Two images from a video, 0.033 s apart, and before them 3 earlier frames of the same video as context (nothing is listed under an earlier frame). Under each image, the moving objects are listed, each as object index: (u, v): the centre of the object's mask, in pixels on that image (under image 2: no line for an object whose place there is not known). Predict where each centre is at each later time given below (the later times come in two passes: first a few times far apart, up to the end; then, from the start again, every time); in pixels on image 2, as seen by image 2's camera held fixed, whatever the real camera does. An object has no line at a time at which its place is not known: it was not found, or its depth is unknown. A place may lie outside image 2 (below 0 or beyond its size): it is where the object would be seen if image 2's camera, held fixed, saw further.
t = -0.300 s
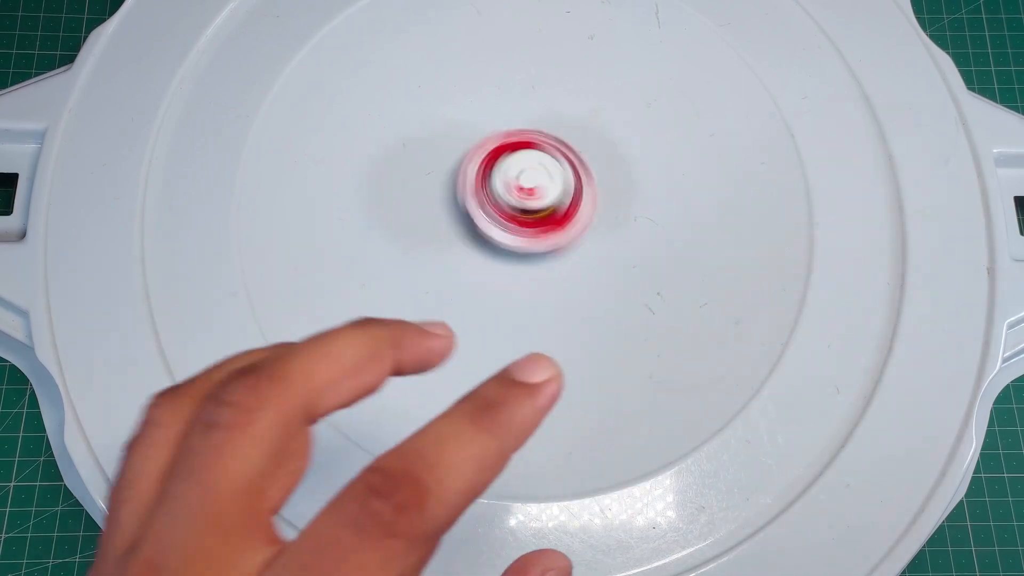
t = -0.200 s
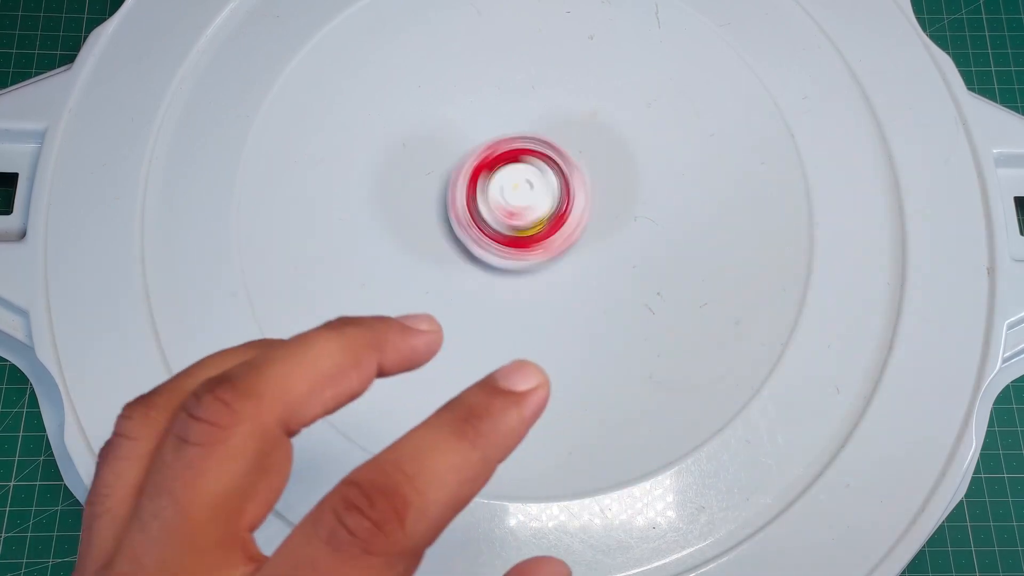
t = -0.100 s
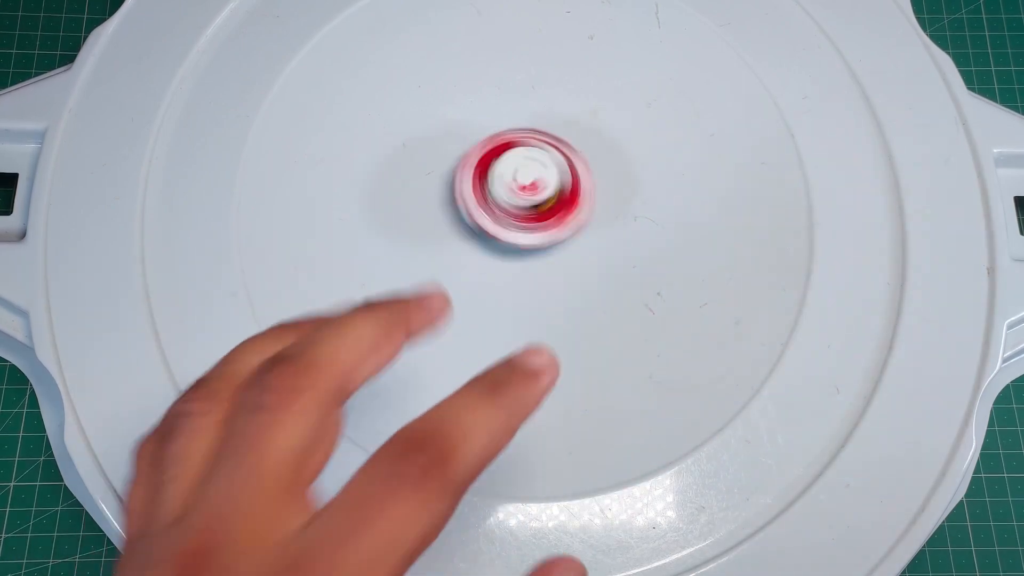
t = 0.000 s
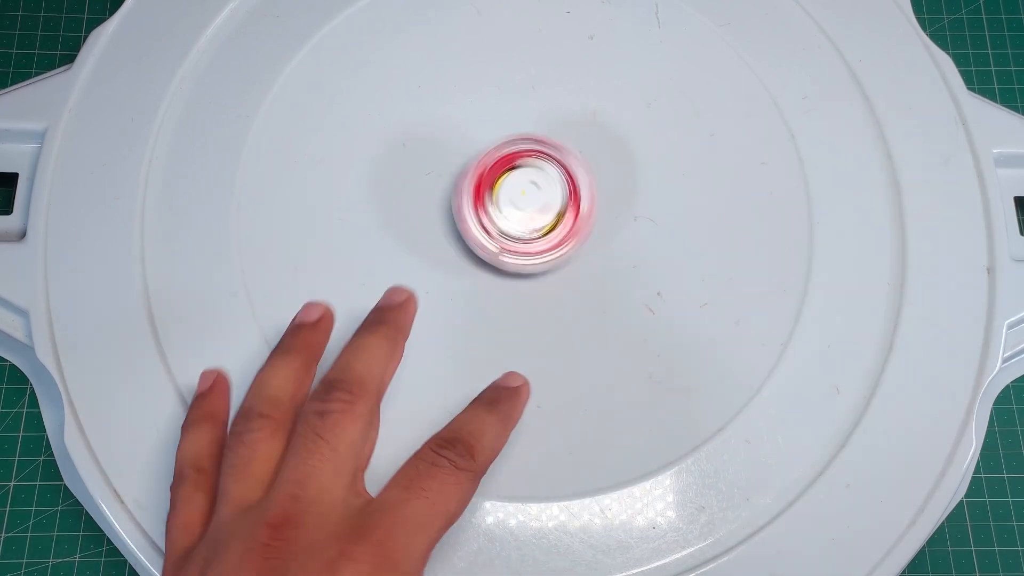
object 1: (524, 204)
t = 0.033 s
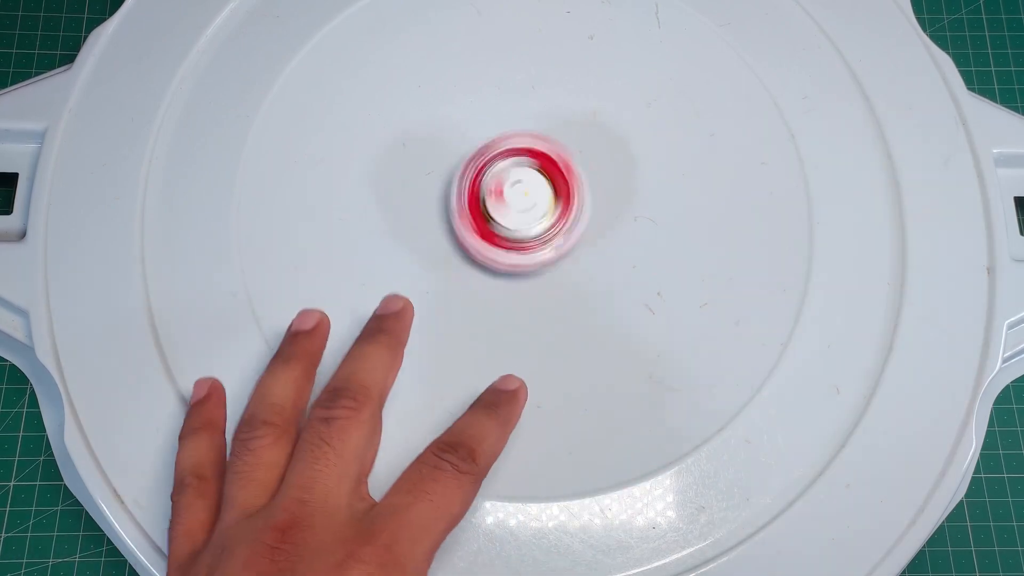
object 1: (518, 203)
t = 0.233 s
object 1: (523, 203)
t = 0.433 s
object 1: (528, 198)
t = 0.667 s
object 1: (529, 201)
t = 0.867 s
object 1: (526, 191)
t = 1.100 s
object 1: (527, 191)
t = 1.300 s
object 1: (516, 193)
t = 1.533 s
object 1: (515, 192)
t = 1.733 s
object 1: (517, 205)
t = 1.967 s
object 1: (520, 204)
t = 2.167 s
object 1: (529, 192)
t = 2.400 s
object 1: (512, 192)
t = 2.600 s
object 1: (518, 199)
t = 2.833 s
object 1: (521, 206)
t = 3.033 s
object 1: (519, 192)
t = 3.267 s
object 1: (511, 203)
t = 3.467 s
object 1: (525, 206)
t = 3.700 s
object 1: (520, 191)
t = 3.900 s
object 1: (517, 214)
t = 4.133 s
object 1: (525, 200)
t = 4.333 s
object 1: (522, 216)
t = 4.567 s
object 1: (529, 196)
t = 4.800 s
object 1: (520, 210)
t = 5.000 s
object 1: (527, 192)
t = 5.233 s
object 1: (526, 208)
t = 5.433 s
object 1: (526, 195)
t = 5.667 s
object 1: (530, 207)
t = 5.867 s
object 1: (525, 194)
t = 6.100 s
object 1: (535, 203)
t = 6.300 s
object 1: (525, 197)
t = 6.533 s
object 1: (535, 204)
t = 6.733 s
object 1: (524, 186)
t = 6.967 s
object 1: (525, 203)
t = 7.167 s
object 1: (529, 188)
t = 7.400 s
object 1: (519, 192)
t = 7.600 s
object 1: (520, 191)
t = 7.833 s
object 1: (508, 195)
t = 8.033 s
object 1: (519, 221)
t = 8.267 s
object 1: (535, 210)
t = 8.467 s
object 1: (522, 202)
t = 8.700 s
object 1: (528, 204)
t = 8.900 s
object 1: (527, 189)
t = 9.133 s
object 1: (522, 202)
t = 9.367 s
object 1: (534, 207)
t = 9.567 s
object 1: (528, 189)
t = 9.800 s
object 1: (525, 203)
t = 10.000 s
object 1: (534, 192)
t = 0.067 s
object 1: (514, 198)
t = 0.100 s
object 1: (516, 191)
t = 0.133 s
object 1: (522, 189)
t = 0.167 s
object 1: (527, 193)
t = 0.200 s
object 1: (528, 198)
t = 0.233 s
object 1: (523, 203)
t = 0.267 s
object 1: (517, 203)
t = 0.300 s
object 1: (514, 196)
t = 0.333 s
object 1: (516, 191)
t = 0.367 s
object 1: (523, 190)
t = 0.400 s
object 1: (527, 192)
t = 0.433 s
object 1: (528, 198)
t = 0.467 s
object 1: (524, 203)
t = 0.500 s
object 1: (518, 201)
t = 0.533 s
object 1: (515, 197)
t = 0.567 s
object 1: (518, 191)
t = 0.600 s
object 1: (523, 190)
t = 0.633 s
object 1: (529, 194)
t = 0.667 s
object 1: (529, 201)
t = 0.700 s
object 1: (522, 206)
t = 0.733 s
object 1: (517, 205)
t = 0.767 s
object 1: (513, 199)
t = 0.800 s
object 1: (514, 193)
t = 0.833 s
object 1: (520, 188)
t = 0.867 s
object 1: (526, 191)
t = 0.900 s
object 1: (528, 198)
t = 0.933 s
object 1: (525, 201)
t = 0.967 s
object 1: (518, 203)
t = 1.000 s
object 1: (515, 198)
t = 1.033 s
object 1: (515, 192)
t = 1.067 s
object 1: (521, 189)
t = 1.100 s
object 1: (527, 191)
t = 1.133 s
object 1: (529, 197)
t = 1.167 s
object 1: (527, 204)
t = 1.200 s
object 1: (520, 206)
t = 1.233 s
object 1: (515, 205)
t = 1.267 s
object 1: (513, 197)
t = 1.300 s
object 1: (516, 193)
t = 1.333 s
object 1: (522, 191)
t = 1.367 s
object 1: (526, 194)
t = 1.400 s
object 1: (526, 199)
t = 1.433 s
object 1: (523, 204)
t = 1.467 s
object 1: (516, 203)
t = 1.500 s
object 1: (512, 198)
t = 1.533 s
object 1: (515, 192)
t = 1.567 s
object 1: (520, 188)
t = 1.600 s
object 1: (528, 189)
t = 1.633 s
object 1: (532, 196)
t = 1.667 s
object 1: (529, 204)
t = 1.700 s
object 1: (524, 205)
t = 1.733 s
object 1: (517, 205)
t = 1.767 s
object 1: (514, 201)
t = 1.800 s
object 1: (514, 195)
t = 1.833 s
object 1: (519, 191)
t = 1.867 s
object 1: (524, 191)
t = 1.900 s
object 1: (526, 196)
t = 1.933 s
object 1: (525, 201)
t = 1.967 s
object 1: (520, 204)
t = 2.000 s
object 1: (513, 204)
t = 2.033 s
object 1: (509, 196)
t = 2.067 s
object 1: (512, 190)
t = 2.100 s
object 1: (517, 186)
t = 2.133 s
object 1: (523, 186)
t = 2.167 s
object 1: (529, 192)
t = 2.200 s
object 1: (529, 198)
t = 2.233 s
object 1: (525, 204)
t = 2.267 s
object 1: (520, 206)
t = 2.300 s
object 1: (514, 205)
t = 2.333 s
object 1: (510, 202)
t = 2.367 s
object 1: (510, 196)
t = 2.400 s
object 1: (512, 192)
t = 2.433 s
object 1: (516, 190)
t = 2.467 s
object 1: (520, 191)
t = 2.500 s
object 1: (523, 193)
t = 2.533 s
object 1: (523, 197)
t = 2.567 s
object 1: (519, 200)
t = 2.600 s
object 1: (518, 199)
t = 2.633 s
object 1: (515, 198)
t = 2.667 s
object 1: (515, 194)
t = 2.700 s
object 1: (517, 191)
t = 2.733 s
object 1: (523, 192)
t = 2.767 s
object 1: (526, 196)
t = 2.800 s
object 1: (524, 202)
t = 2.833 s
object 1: (521, 206)
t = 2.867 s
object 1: (514, 208)
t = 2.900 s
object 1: (508, 205)
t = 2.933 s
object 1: (507, 199)
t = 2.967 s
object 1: (510, 194)
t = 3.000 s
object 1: (514, 192)
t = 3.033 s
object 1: (519, 192)
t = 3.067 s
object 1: (523, 194)
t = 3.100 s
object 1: (525, 199)
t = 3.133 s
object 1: (524, 204)
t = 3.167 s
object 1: (521, 205)
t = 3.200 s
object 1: (516, 207)
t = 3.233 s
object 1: (514, 206)
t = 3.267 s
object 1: (511, 203)
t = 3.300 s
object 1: (512, 198)
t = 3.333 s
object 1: (514, 195)
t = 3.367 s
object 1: (519, 194)
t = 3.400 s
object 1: (523, 196)
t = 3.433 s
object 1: (525, 201)
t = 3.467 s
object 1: (525, 206)
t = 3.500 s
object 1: (519, 210)
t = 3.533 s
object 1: (514, 211)
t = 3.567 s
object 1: (509, 207)
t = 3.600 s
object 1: (506, 202)
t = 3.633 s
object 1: (509, 195)
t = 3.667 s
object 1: (514, 191)
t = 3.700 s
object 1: (520, 191)
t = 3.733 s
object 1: (524, 194)
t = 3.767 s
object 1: (528, 199)
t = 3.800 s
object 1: (527, 206)
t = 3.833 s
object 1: (524, 212)
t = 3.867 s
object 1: (520, 212)
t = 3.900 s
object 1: (517, 214)
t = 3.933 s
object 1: (513, 212)
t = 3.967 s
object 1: (510, 209)
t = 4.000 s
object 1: (510, 204)
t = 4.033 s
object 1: (514, 202)
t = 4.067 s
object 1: (517, 201)
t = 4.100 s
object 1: (520, 200)
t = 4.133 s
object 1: (525, 200)
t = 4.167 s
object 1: (529, 202)
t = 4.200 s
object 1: (532, 208)
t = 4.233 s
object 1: (532, 210)
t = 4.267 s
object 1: (529, 214)
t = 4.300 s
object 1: (526, 217)
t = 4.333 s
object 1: (522, 216)
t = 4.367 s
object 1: (521, 213)
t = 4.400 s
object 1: (519, 211)
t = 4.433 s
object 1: (517, 208)
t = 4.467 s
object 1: (518, 198)
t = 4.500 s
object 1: (520, 196)
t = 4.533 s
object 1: (525, 196)
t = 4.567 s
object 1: (529, 196)
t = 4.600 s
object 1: (532, 199)
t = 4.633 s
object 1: (533, 203)
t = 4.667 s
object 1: (530, 205)
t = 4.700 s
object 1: (529, 206)
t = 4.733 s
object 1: (526, 209)
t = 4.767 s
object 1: (523, 211)
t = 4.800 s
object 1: (520, 210)
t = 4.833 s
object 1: (520, 207)
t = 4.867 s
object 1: (521, 204)
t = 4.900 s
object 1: (521, 201)
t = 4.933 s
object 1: (522, 197)
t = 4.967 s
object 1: (524, 194)
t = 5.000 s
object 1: (527, 192)
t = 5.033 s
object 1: (530, 194)
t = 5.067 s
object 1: (532, 195)
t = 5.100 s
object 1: (533, 200)
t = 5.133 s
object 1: (534, 203)
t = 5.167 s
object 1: (532, 207)
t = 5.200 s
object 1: (531, 206)
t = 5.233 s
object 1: (526, 208)
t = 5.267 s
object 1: (523, 208)
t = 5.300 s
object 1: (519, 208)
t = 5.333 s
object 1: (520, 203)
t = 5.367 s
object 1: (522, 201)
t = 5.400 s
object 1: (524, 198)
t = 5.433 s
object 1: (526, 195)
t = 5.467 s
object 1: (531, 192)
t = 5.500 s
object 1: (534, 192)
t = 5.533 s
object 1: (534, 195)
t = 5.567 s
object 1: (532, 198)
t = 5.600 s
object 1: (532, 200)
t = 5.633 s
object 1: (530, 203)
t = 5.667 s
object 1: (530, 207)
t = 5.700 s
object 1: (527, 209)
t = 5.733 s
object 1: (524, 209)
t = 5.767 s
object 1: (524, 205)
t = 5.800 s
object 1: (524, 202)
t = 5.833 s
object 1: (524, 197)
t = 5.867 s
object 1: (525, 194)
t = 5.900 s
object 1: (528, 190)
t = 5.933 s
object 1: (530, 190)
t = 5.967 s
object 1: (532, 192)
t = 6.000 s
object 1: (535, 195)
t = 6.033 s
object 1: (537, 198)
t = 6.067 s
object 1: (537, 203)
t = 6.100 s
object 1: (535, 203)
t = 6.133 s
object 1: (530, 205)
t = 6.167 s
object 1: (526, 205)
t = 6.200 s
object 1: (522, 206)
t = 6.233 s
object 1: (519, 201)
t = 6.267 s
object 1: (520, 198)
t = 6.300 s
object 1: (525, 197)
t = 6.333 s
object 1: (529, 197)
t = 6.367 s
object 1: (532, 196)
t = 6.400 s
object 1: (536, 197)
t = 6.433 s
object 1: (540, 198)
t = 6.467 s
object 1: (542, 203)
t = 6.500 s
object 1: (540, 204)
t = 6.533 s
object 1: (535, 204)
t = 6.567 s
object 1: (531, 202)
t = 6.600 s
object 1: (528, 201)
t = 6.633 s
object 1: (525, 197)
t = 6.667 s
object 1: (523, 194)
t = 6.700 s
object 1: (522, 189)
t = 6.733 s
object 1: (524, 186)
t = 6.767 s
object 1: (525, 184)
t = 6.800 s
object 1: (530, 187)
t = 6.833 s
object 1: (532, 190)
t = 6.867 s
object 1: (533, 194)
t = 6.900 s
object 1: (531, 197)
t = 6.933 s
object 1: (529, 201)
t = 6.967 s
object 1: (525, 203)
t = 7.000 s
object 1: (521, 203)
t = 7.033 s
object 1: (518, 200)
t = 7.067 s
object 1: (520, 196)
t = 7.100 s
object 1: (522, 193)
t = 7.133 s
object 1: (526, 190)
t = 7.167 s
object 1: (529, 188)
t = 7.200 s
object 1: (535, 186)
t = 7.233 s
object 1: (538, 189)
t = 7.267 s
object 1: (538, 194)
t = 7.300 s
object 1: (533, 197)
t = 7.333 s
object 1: (528, 196)
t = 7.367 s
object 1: (522, 195)
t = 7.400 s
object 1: (519, 192)
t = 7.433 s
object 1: (514, 189)
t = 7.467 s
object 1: (512, 182)
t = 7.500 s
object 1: (515, 179)
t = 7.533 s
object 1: (519, 181)
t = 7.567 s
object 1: (521, 187)
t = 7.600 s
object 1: (520, 191)
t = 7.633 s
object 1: (520, 195)
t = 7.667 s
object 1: (517, 200)
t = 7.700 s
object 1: (513, 204)
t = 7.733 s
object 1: (507, 206)
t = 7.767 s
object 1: (504, 203)
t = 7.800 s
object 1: (503, 199)
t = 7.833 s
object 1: (508, 195)
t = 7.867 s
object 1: (513, 197)
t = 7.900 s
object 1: (517, 200)
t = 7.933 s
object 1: (521, 206)
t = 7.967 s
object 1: (523, 211)
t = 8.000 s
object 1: (523, 219)
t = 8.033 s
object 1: (519, 221)
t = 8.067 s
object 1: (513, 221)
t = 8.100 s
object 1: (511, 216)
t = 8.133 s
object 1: (513, 211)
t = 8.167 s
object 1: (517, 208)
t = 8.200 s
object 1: (525, 206)
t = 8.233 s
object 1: (531, 206)
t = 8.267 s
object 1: (535, 210)
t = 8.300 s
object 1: (535, 216)
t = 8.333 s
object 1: (532, 217)
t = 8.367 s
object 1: (527, 218)
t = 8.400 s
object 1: (525, 212)
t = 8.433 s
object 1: (523, 208)
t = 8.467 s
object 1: (522, 202)
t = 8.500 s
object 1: (524, 196)
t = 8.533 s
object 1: (527, 191)
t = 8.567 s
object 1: (533, 191)
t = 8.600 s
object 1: (536, 196)
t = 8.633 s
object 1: (536, 200)
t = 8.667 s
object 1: (533, 204)
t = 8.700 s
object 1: (528, 204)
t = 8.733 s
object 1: (523, 203)
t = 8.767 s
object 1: (519, 198)
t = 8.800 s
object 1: (520, 194)
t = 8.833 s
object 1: (520, 190)
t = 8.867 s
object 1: (524, 187)
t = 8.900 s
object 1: (527, 189)
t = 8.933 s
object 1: (530, 192)
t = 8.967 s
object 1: (535, 198)
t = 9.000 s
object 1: (535, 202)
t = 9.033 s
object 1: (532, 208)
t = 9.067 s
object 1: (528, 207)
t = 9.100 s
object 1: (525, 206)
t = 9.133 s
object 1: (522, 202)
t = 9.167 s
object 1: (524, 196)
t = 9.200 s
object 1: (527, 194)
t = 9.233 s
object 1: (530, 193)
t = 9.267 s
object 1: (535, 194)
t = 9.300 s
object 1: (537, 198)
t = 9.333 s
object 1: (537, 203)
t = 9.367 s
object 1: (534, 207)
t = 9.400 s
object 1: (530, 207)
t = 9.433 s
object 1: (527, 207)
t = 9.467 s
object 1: (525, 204)
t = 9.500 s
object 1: (525, 200)
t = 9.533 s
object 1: (525, 194)
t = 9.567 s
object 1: (528, 189)
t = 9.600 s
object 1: (533, 188)
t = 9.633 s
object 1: (536, 190)
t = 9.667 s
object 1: (538, 194)
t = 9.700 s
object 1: (536, 198)
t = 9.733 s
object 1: (533, 201)
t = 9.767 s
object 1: (529, 205)
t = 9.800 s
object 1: (525, 203)
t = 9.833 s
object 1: (520, 201)
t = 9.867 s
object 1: (519, 196)
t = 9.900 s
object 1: (522, 191)
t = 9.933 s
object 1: (526, 190)
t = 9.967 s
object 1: (530, 190)
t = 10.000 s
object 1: (534, 192)
